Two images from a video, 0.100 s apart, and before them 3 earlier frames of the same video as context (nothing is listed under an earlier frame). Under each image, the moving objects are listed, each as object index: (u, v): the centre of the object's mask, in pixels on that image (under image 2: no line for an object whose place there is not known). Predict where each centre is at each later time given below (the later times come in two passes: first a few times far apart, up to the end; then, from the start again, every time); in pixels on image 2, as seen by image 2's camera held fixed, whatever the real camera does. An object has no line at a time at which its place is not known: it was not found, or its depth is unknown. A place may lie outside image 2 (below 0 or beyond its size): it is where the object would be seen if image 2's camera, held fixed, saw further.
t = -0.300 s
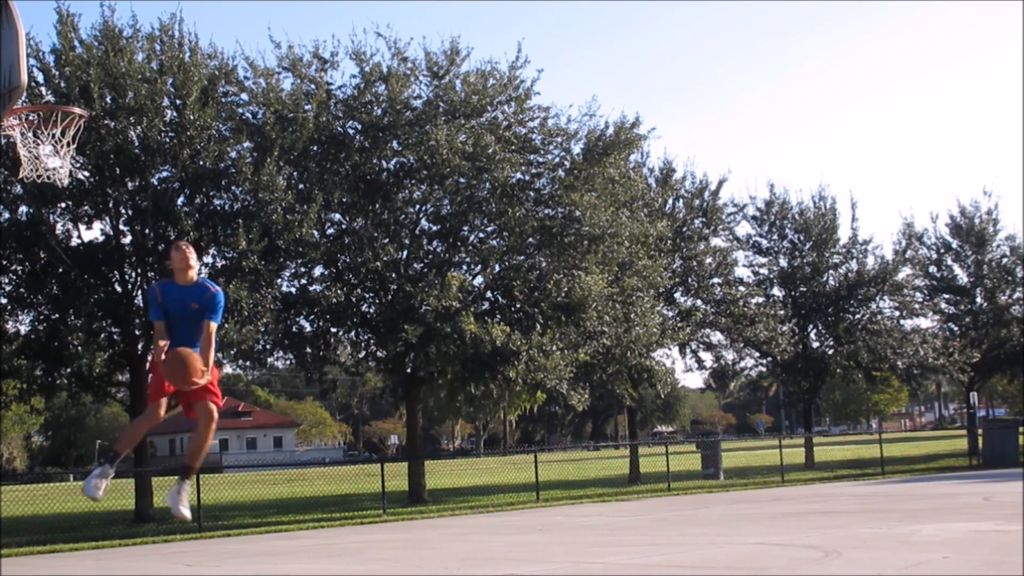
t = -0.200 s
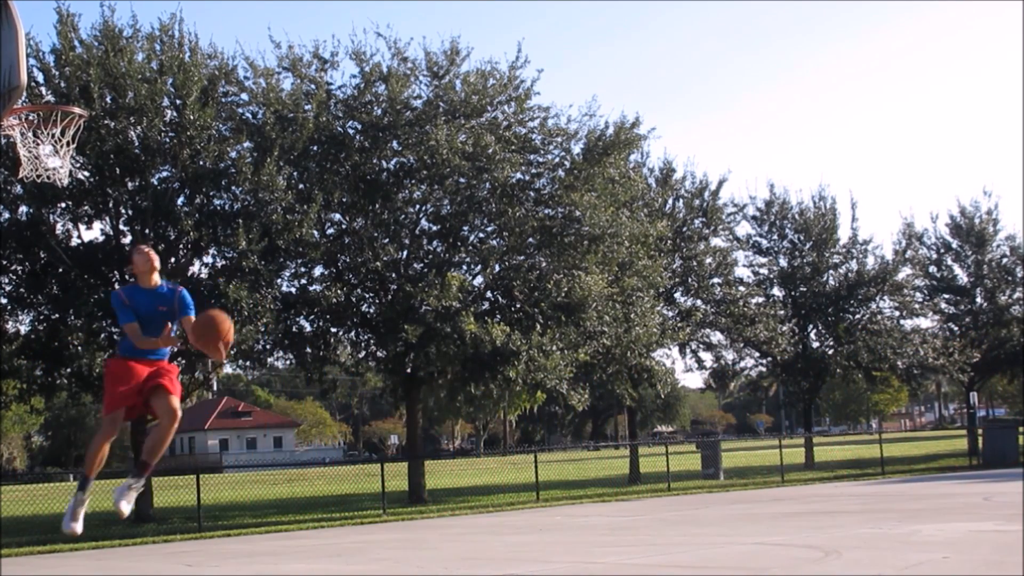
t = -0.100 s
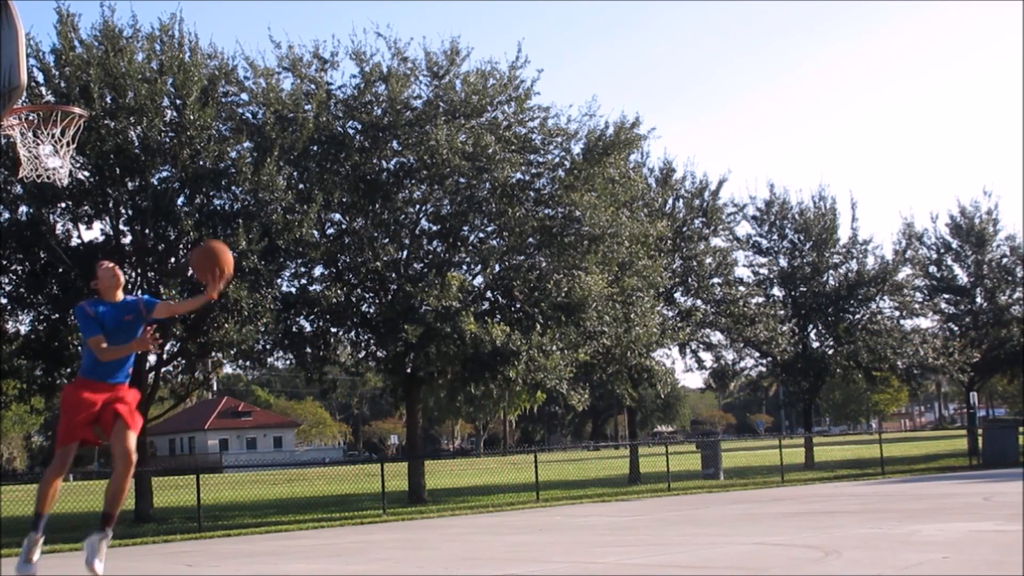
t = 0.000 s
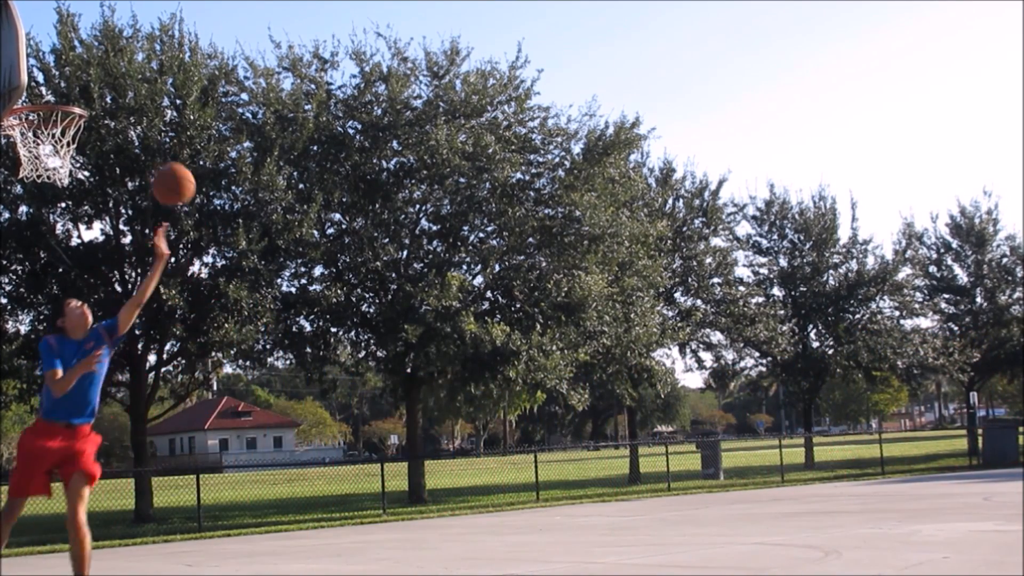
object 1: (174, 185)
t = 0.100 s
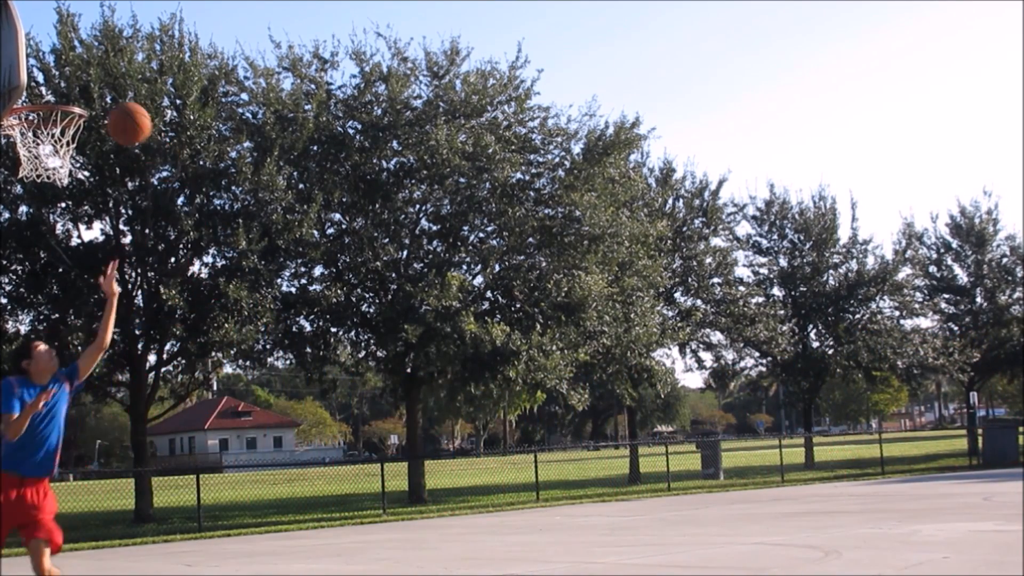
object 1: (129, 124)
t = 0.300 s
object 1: (46, 53)
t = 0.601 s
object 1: (58, 94)
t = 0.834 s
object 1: (28, 186)
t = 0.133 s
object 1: (115, 107)
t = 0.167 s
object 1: (100, 92)
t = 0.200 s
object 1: (86, 80)
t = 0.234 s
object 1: (72, 69)
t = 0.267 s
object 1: (58, 60)
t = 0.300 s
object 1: (46, 53)
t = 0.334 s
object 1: (37, 47)
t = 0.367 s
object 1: (31, 43)
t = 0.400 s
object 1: (33, 46)
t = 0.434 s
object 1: (36, 51)
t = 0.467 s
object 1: (39, 57)
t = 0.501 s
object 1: (43, 65)
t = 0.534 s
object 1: (47, 75)
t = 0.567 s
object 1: (52, 86)
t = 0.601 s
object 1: (58, 94)
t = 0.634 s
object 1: (62, 115)
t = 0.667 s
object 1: (60, 122)
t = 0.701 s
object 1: (52, 131)
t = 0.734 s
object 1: (47, 141)
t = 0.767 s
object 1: (40, 158)
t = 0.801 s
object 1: (34, 171)
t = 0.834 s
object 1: (28, 186)
